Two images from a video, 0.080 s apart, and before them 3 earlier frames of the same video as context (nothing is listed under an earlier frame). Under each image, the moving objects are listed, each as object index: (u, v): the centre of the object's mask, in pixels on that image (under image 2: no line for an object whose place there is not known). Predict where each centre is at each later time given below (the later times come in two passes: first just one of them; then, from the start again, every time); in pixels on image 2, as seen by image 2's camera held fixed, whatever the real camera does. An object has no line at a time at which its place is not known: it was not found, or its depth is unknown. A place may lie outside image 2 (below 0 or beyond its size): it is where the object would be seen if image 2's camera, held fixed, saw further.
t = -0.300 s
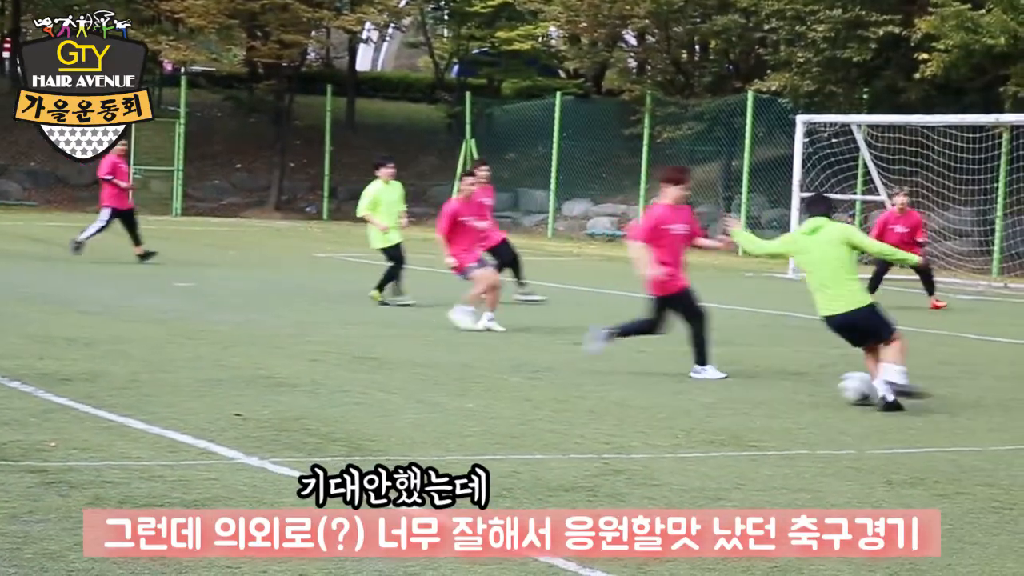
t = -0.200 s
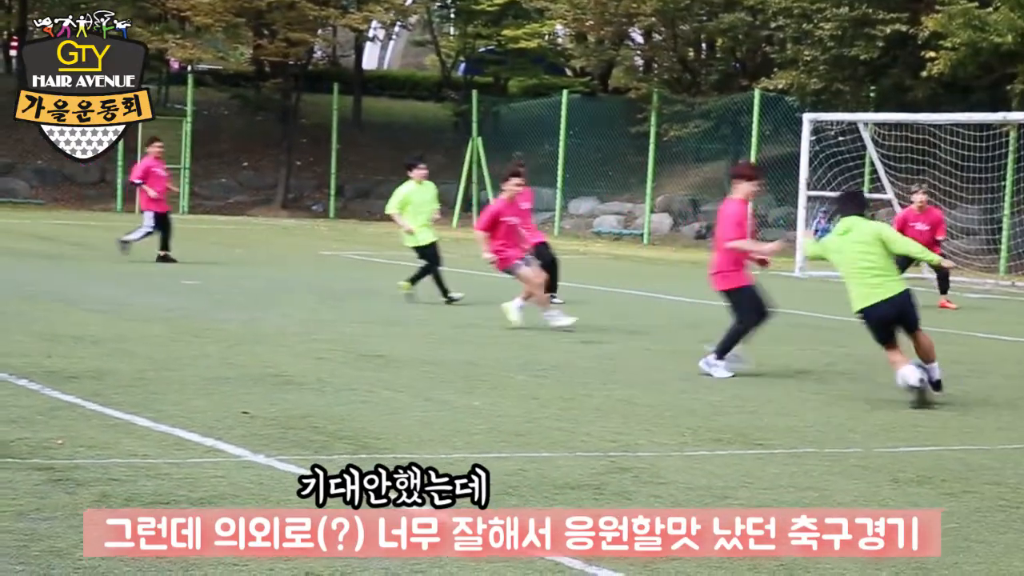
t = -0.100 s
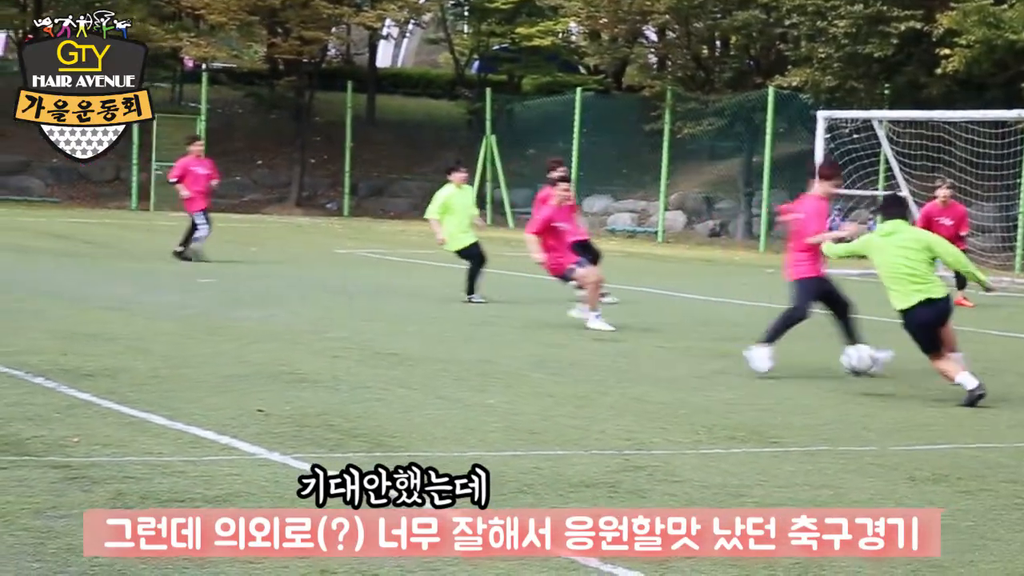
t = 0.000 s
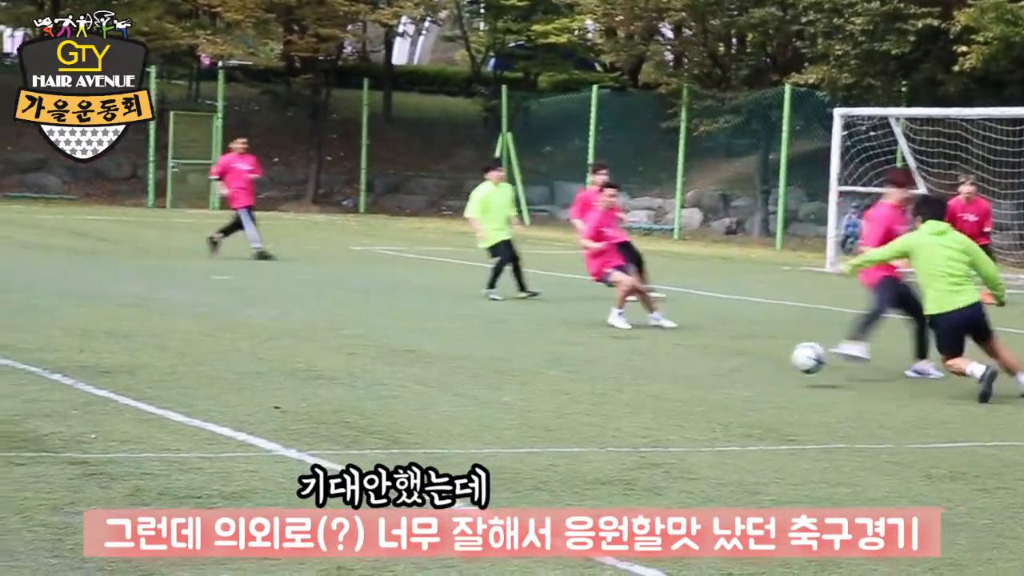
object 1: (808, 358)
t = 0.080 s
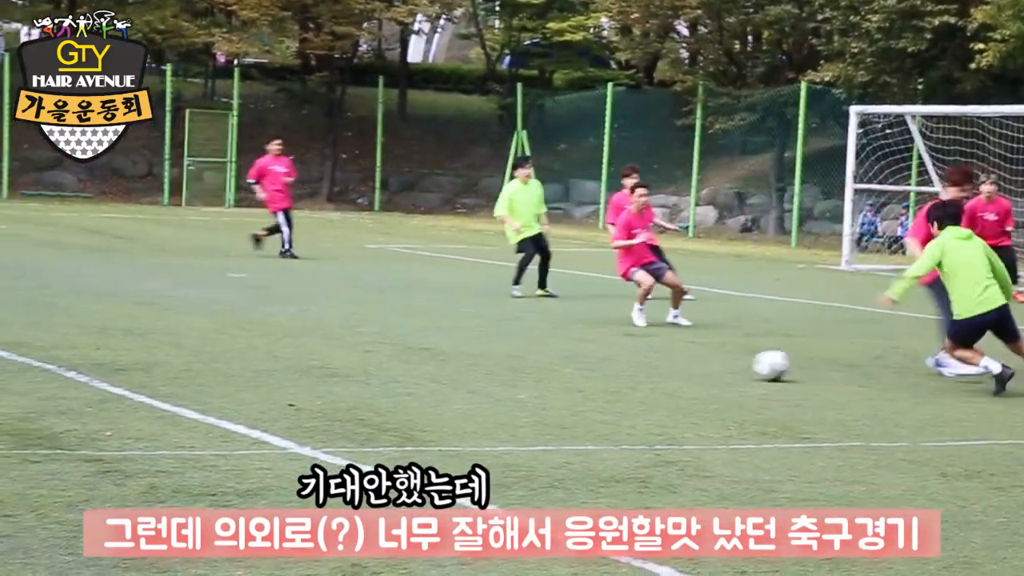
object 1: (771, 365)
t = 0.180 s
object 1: (733, 348)
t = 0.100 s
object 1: (761, 363)
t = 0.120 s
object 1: (754, 358)
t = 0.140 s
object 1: (747, 354)
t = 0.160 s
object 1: (740, 350)
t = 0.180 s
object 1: (733, 348)
